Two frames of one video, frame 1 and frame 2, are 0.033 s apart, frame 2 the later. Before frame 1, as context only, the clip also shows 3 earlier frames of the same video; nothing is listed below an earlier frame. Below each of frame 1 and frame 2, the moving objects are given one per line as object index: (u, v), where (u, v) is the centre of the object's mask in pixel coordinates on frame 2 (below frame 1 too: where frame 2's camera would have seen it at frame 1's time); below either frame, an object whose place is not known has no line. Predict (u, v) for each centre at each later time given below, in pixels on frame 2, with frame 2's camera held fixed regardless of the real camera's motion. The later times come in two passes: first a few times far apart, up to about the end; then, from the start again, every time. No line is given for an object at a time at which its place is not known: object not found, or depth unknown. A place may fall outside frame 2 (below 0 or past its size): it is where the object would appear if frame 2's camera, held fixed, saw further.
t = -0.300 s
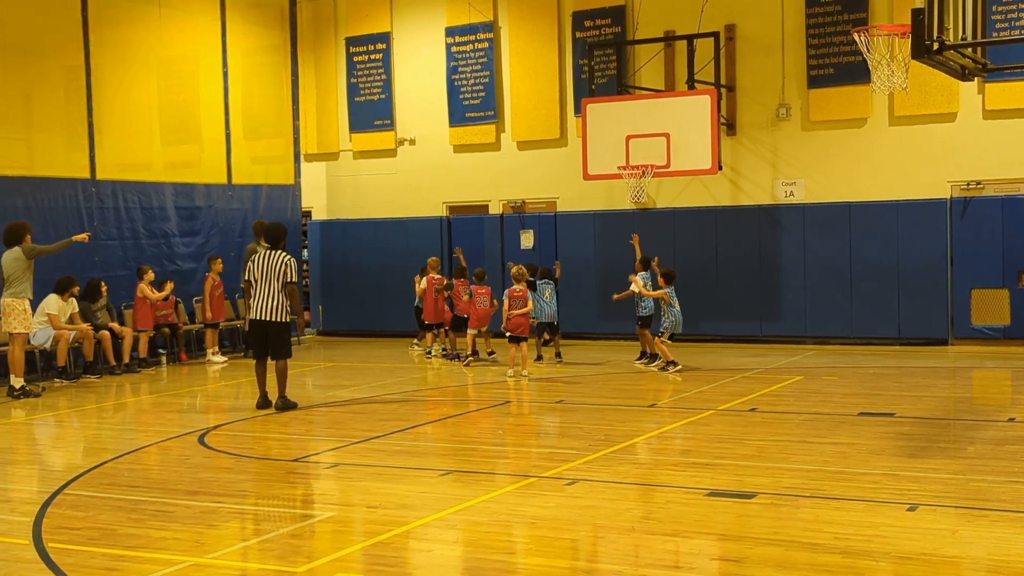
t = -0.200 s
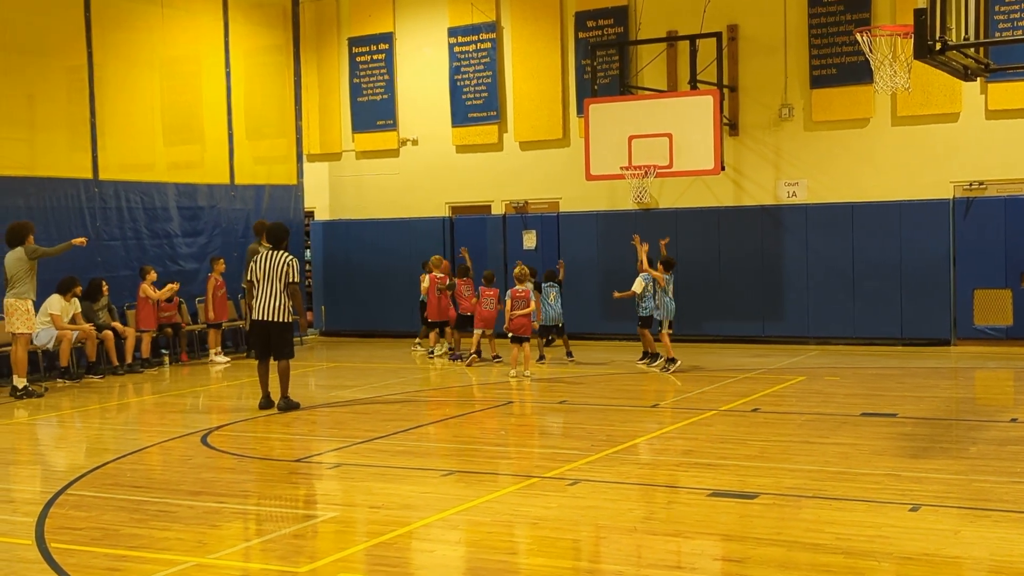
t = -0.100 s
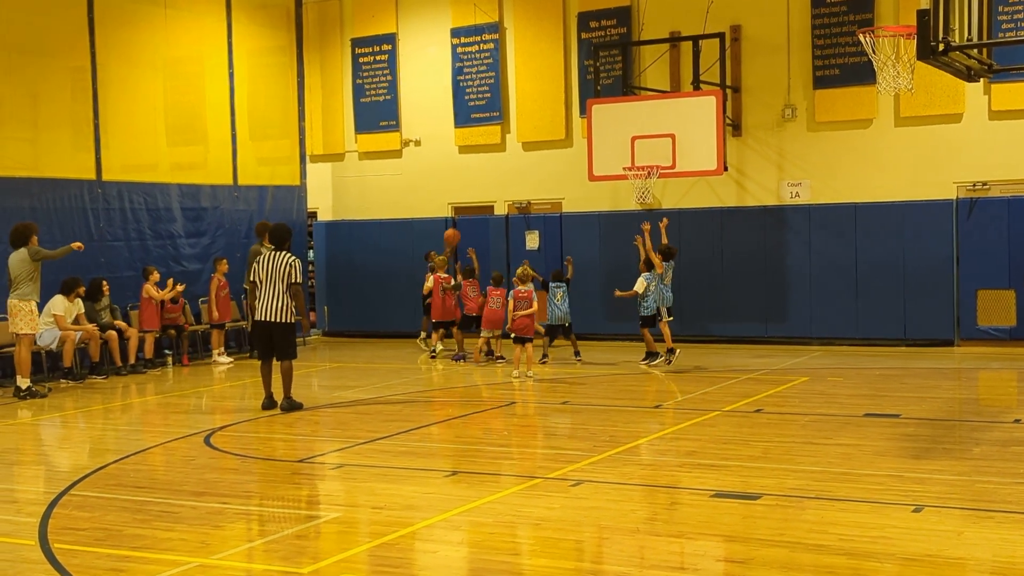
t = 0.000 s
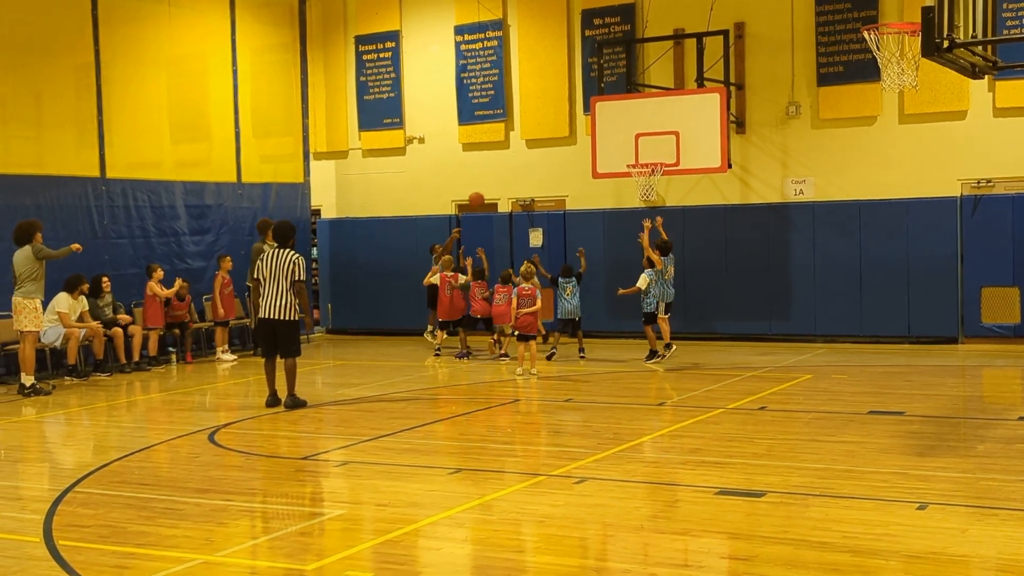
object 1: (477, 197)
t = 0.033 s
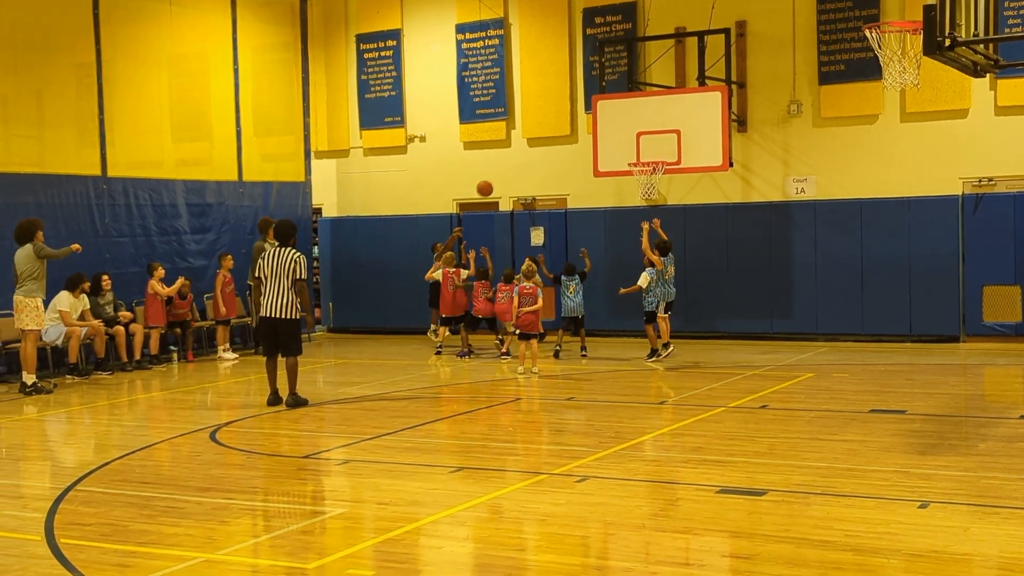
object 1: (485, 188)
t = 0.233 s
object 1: (531, 143)
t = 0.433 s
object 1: (579, 123)
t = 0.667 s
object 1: (636, 138)
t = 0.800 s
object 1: (669, 166)
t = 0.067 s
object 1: (492, 179)
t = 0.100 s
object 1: (500, 171)
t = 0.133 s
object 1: (508, 163)
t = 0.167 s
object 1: (516, 156)
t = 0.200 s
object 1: (523, 149)
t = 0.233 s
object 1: (531, 143)
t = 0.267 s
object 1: (539, 138)
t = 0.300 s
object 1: (547, 133)
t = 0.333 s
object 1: (556, 130)
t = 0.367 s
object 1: (563, 127)
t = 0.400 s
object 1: (570, 124)
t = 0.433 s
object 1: (579, 123)
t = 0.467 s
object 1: (586, 123)
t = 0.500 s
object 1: (594, 123)
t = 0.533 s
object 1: (602, 124)
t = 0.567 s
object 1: (611, 126)
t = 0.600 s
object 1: (619, 129)
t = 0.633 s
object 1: (627, 133)
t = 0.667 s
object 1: (636, 138)
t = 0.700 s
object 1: (644, 144)
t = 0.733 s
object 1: (652, 150)
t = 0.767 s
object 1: (661, 157)
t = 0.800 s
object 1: (669, 166)
